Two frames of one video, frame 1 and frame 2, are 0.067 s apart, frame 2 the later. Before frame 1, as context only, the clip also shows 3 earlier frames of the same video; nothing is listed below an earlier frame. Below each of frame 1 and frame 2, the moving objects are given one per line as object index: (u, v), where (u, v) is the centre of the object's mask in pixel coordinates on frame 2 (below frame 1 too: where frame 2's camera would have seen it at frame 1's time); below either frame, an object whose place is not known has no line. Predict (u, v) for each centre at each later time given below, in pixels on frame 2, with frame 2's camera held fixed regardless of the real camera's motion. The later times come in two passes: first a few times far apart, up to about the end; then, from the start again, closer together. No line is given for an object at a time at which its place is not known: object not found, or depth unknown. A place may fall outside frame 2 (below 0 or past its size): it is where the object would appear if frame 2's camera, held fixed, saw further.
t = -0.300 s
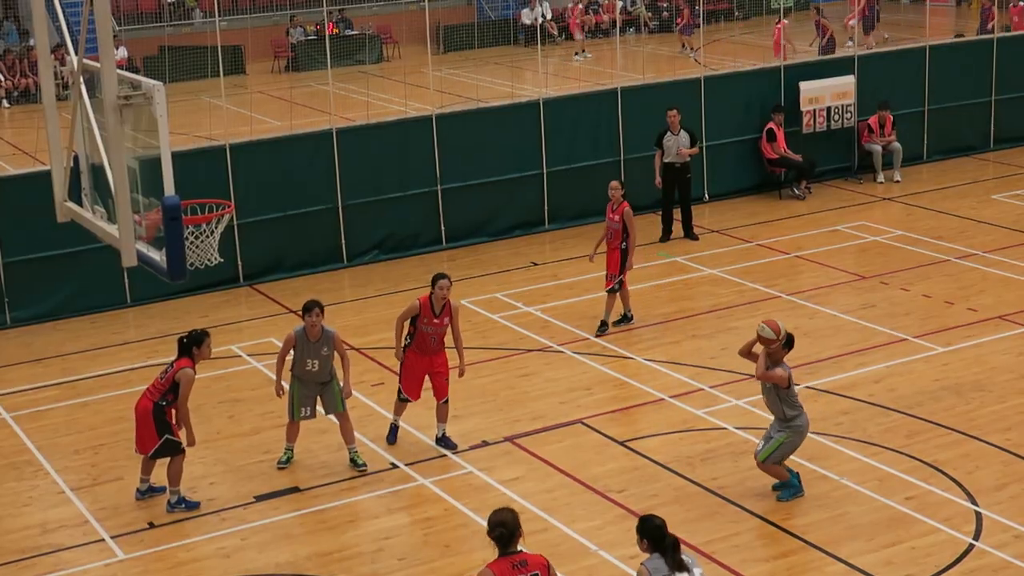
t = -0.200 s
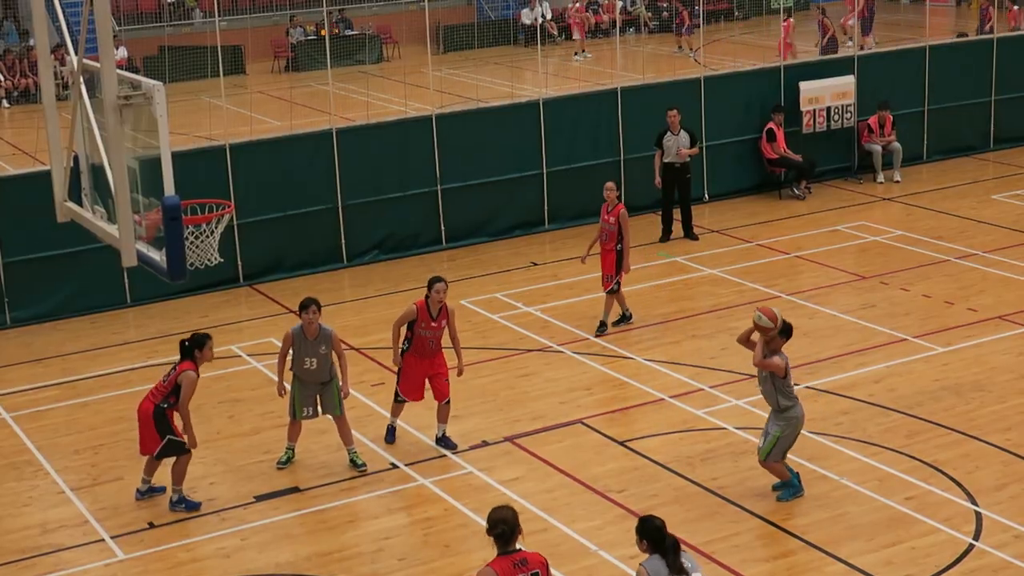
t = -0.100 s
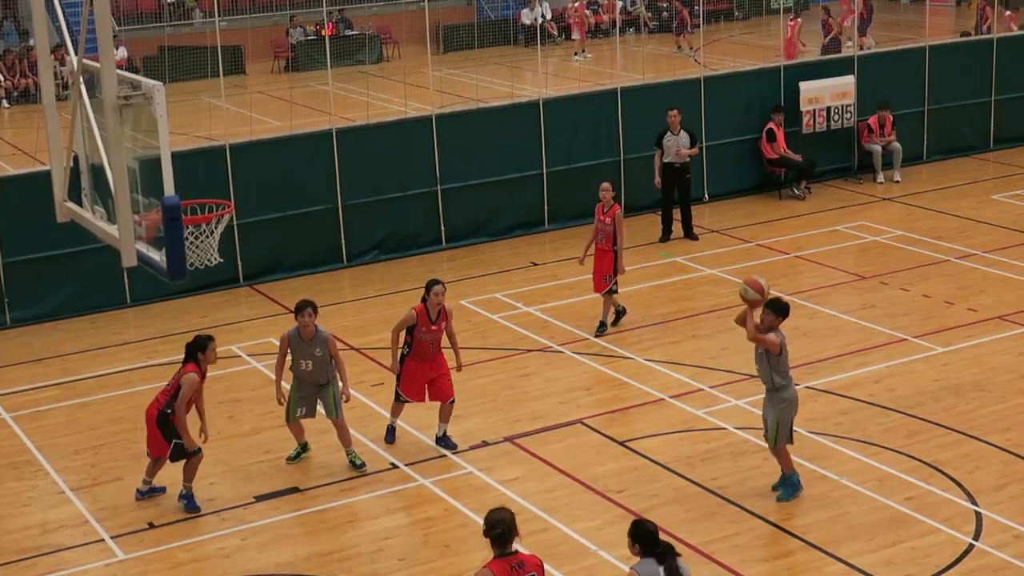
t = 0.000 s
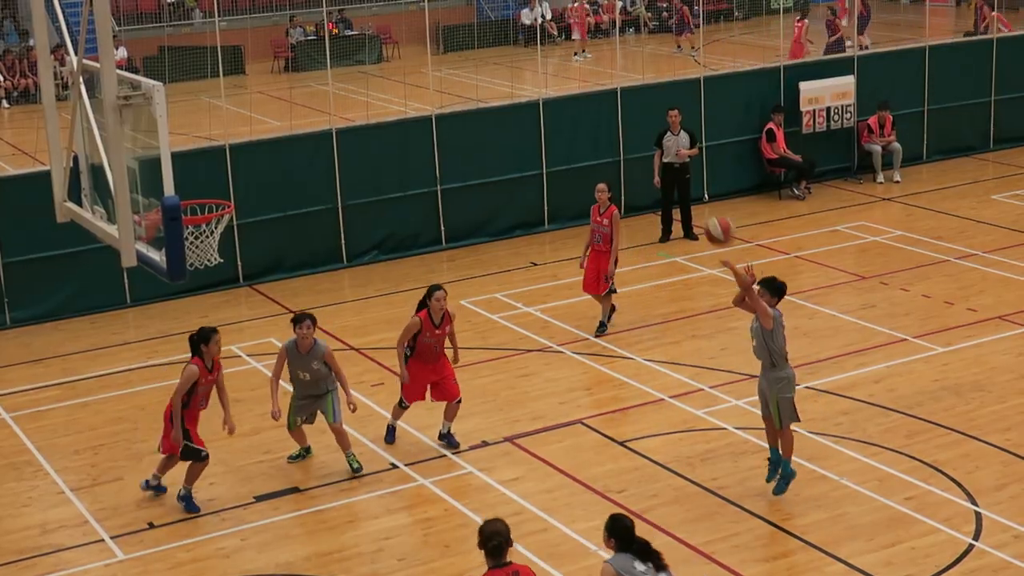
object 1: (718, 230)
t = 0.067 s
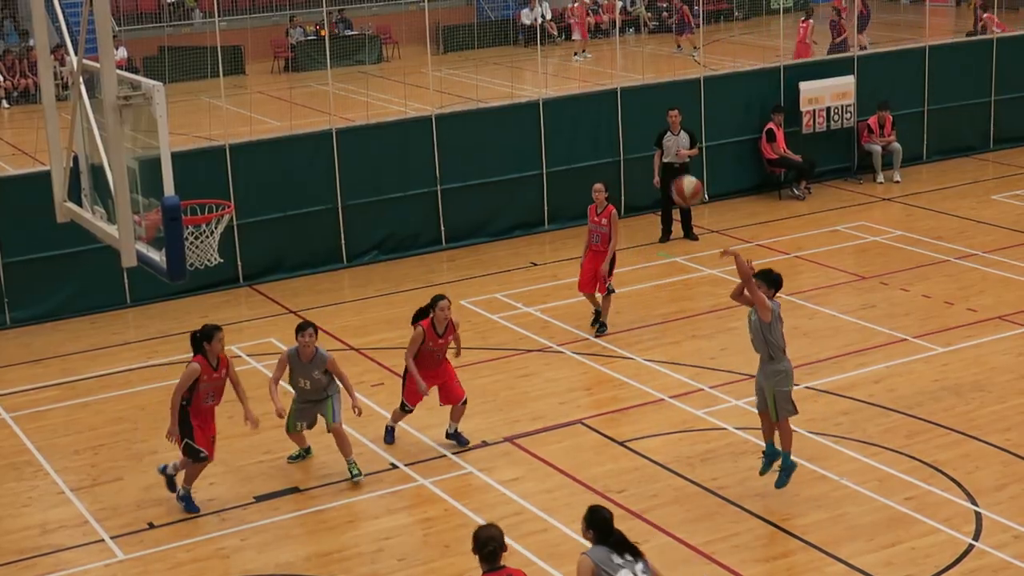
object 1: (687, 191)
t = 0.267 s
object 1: (582, 99)
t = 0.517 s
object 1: (443, 48)
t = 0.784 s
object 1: (287, 95)
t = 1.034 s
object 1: (191, 202)
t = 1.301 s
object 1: (268, 144)
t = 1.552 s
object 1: (344, 179)
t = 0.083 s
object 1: (679, 182)
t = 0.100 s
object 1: (672, 173)
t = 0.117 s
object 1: (662, 164)
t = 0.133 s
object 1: (653, 155)
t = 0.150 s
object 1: (644, 147)
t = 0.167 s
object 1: (636, 139)
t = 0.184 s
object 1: (627, 131)
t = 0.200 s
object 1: (619, 124)
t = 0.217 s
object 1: (610, 117)
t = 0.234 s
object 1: (600, 110)
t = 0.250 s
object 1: (592, 104)
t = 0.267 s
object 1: (582, 99)
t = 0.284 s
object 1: (574, 93)
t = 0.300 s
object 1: (564, 87)
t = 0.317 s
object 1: (555, 81)
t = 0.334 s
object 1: (546, 76)
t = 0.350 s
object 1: (537, 73)
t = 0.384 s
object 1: (518, 64)
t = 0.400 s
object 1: (509, 61)
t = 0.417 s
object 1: (500, 58)
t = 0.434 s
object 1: (490, 55)
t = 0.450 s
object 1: (481, 53)
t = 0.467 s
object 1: (472, 51)
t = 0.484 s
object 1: (462, 48)
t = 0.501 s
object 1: (453, 48)
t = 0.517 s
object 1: (443, 48)
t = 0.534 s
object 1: (434, 48)
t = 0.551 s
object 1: (425, 48)
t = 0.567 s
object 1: (415, 49)
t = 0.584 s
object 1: (405, 49)
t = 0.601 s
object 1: (395, 51)
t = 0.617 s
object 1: (386, 53)
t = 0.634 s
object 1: (375, 56)
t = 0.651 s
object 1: (366, 58)
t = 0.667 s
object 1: (355, 61)
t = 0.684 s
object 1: (346, 64)
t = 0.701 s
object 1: (336, 69)
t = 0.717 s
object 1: (327, 73)
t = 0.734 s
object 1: (317, 78)
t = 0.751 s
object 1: (307, 83)
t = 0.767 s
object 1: (297, 89)
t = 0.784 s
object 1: (287, 95)
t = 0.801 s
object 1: (277, 102)
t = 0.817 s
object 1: (267, 109)
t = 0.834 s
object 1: (258, 117)
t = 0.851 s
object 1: (248, 125)
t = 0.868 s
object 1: (238, 133)
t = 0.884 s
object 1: (228, 143)
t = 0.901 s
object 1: (218, 153)
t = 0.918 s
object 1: (208, 162)
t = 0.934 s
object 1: (199, 172)
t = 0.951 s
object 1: (191, 182)
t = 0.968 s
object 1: (186, 190)
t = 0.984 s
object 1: (185, 196)
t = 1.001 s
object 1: (187, 198)
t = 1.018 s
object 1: (190, 200)
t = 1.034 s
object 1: (191, 202)
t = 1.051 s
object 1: (194, 201)
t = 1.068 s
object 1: (197, 197)
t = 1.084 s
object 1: (202, 189)
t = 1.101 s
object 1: (207, 184)
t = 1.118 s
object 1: (212, 179)
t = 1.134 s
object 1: (217, 173)
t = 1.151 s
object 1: (222, 168)
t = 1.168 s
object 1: (227, 164)
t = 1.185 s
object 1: (232, 160)
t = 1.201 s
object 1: (237, 157)
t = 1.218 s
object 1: (242, 154)
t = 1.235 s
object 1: (247, 151)
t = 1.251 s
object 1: (252, 149)
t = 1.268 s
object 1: (257, 147)
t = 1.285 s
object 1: (262, 146)
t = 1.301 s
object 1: (268, 144)
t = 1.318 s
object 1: (273, 144)
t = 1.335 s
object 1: (277, 145)
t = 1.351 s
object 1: (282, 146)
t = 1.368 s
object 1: (288, 146)
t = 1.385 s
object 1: (293, 147)
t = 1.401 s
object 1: (298, 148)
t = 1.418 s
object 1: (303, 150)
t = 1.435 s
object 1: (308, 152)
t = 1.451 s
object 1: (314, 155)
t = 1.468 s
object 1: (319, 158)
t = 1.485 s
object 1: (324, 162)
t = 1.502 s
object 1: (329, 166)
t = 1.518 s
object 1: (335, 170)
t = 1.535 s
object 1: (339, 174)
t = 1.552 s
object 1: (344, 179)
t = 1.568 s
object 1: (350, 184)
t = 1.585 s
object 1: (355, 190)
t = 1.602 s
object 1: (360, 196)
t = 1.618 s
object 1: (365, 203)
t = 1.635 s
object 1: (370, 209)
